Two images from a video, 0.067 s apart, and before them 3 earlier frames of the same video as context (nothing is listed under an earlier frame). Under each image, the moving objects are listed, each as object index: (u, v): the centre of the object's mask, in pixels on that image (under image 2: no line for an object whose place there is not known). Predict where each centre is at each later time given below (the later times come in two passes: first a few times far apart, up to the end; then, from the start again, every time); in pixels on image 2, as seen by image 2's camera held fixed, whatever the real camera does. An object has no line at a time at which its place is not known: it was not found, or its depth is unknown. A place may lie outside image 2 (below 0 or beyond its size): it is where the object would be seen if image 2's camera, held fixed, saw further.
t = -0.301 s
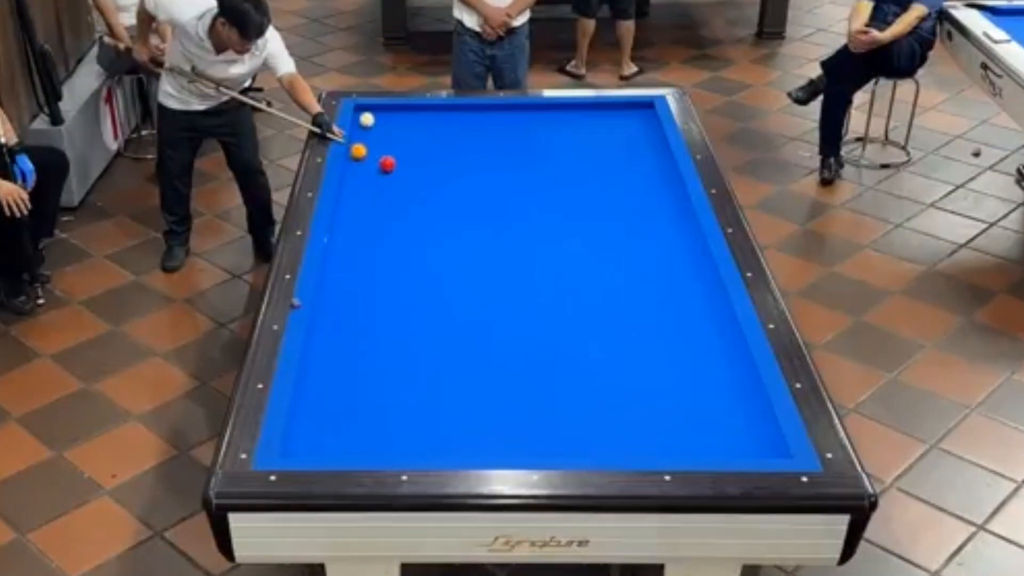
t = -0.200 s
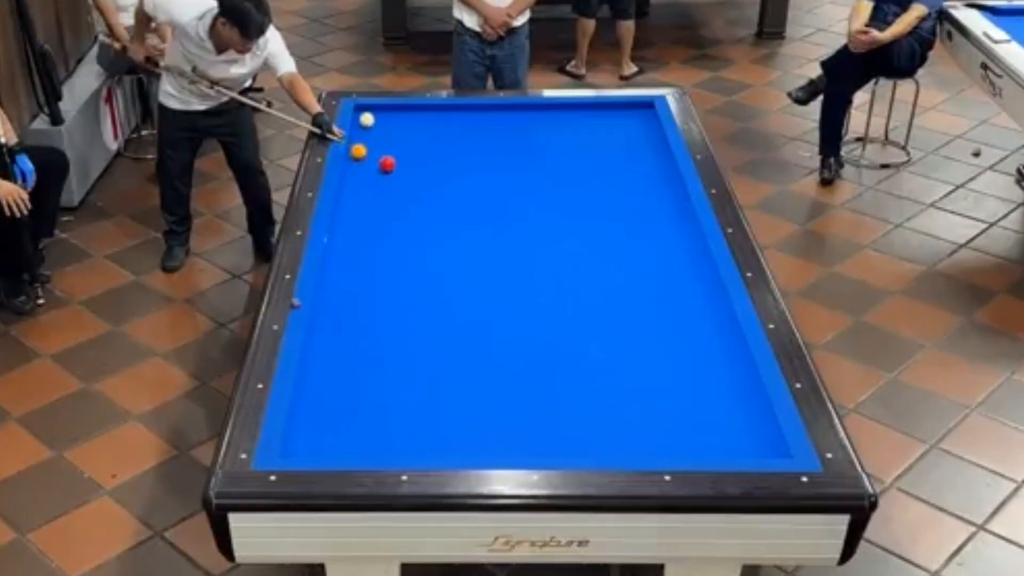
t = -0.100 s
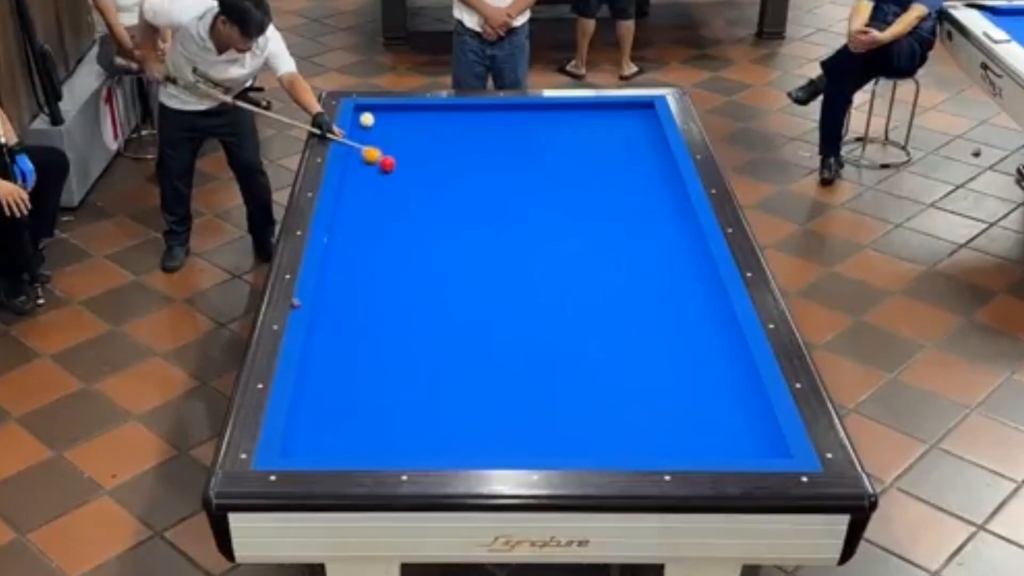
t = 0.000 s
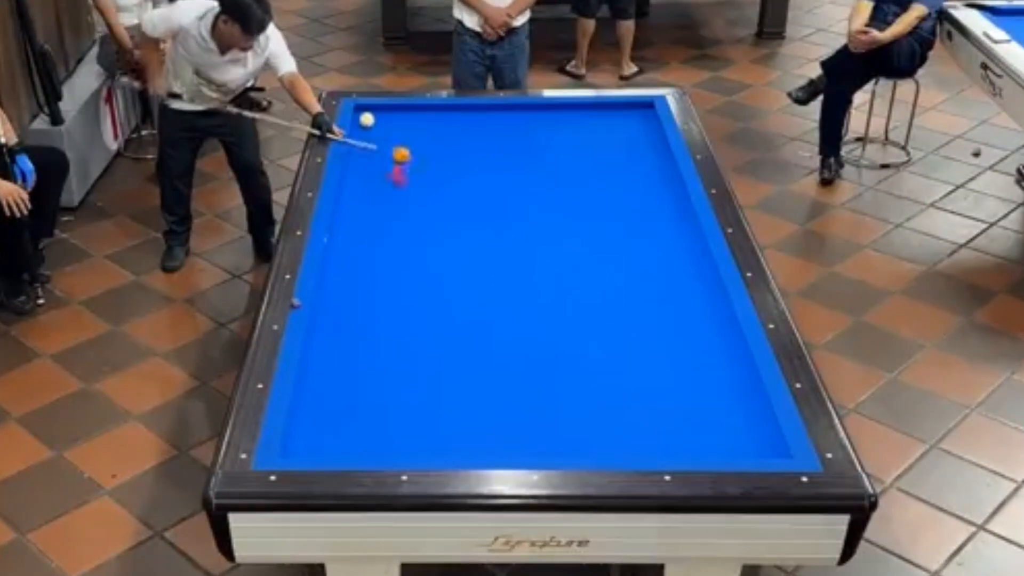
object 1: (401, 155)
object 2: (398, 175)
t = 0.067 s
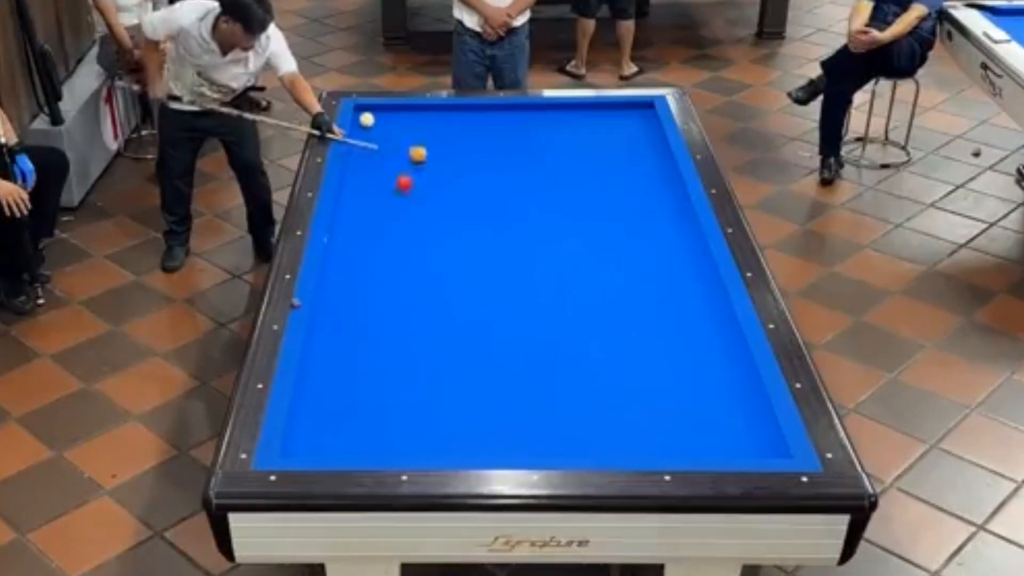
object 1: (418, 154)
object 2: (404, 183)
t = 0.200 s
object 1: (452, 152)
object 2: (418, 200)
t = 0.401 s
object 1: (502, 150)
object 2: (437, 224)
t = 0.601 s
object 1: (552, 147)
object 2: (458, 250)
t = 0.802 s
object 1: (601, 144)
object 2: (481, 277)
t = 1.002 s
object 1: (649, 142)
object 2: (505, 306)
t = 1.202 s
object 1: (633, 135)
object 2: (532, 338)
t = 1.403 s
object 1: (608, 129)
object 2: (560, 372)
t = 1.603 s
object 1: (584, 123)
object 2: (592, 410)
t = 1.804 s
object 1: (560, 117)
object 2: (626, 448)
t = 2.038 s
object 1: (534, 111)
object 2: (640, 428)
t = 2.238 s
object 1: (512, 108)
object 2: (650, 408)
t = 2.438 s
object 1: (492, 111)
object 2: (659, 388)
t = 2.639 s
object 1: (471, 114)
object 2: (667, 369)
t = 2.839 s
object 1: (451, 117)
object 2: (675, 353)
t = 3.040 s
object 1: (431, 120)
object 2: (682, 337)
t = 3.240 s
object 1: (412, 122)
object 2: (690, 322)
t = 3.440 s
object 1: (392, 126)
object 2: (697, 308)
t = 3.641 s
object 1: (372, 129)
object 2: (703, 294)
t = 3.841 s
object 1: (358, 132)
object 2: (709, 282)
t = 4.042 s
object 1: (366, 135)
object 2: (705, 271)
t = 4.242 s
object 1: (376, 139)
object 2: (697, 262)
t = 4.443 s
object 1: (386, 143)
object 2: (688, 252)
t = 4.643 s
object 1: (395, 146)
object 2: (680, 244)
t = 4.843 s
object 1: (404, 150)
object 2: (673, 235)
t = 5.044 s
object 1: (412, 152)
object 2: (666, 228)
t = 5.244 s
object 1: (420, 156)
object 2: (661, 221)
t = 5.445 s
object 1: (428, 159)
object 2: (654, 213)
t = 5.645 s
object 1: (436, 162)
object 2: (649, 207)
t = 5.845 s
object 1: (443, 165)
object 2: (644, 201)
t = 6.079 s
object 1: (451, 168)
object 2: (638, 194)
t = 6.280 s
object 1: (458, 170)
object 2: (634, 188)
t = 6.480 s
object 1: (465, 173)
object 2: (629, 183)
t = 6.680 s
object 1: (470, 175)
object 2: (625, 179)
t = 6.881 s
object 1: (477, 178)
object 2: (621, 174)
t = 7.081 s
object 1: (482, 179)
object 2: (618, 170)
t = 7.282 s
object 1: (487, 182)
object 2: (614, 165)
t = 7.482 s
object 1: (492, 183)
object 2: (611, 162)
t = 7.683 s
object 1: (496, 185)
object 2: (608, 158)
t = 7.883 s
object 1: (500, 186)
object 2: (605, 155)
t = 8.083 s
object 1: (503, 187)
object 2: (603, 152)
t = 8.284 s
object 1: (507, 189)
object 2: (600, 149)
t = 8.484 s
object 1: (510, 189)
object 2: (598, 146)
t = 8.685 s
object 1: (512, 190)
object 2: (597, 143)
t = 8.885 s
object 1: (513, 191)
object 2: (595, 141)
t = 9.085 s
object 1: (515, 191)
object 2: (594, 140)
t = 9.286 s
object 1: (516, 192)
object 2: (592, 138)
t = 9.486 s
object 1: (517, 192)
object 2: (592, 135)
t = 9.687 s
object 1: (517, 192)
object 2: (591, 134)
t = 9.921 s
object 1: (517, 192)
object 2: (590, 132)
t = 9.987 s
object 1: (517, 192)
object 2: (590, 132)
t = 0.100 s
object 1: (426, 154)
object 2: (407, 189)
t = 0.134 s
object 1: (435, 153)
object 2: (411, 193)
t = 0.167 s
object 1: (444, 153)
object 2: (415, 197)
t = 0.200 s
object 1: (452, 152)
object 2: (418, 200)
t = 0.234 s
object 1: (460, 152)
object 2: (421, 205)
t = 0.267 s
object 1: (469, 151)
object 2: (424, 209)
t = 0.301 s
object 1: (477, 151)
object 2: (428, 213)
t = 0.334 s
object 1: (486, 151)
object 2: (431, 216)
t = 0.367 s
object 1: (494, 150)
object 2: (434, 221)
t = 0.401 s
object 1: (502, 150)
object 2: (437, 224)
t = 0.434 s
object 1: (511, 149)
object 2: (441, 229)
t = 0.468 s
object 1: (519, 149)
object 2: (444, 233)
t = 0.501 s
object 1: (527, 148)
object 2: (448, 237)
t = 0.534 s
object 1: (535, 148)
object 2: (451, 241)
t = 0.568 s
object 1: (543, 147)
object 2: (455, 246)
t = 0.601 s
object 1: (552, 147)
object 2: (458, 250)
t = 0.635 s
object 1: (560, 146)
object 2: (462, 254)
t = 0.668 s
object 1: (568, 146)
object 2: (465, 259)
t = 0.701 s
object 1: (576, 145)
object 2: (469, 263)
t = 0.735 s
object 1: (585, 145)
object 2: (473, 268)
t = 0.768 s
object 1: (592, 145)
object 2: (477, 272)
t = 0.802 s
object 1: (601, 144)
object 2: (481, 277)
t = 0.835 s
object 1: (609, 144)
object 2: (485, 282)
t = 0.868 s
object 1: (617, 143)
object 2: (488, 286)
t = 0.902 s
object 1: (625, 143)
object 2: (492, 291)
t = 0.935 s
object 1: (633, 142)
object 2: (497, 296)
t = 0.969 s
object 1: (641, 142)
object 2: (501, 301)
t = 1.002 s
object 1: (649, 142)
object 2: (505, 306)
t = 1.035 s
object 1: (656, 141)
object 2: (510, 311)
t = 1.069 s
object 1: (657, 141)
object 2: (513, 316)
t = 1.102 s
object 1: (650, 139)
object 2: (518, 322)
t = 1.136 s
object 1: (643, 138)
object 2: (522, 326)
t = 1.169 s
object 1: (638, 136)
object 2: (527, 332)
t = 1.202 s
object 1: (633, 135)
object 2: (532, 338)
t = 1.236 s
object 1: (629, 134)
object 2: (536, 343)
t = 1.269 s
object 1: (625, 132)
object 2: (541, 349)
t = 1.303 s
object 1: (620, 132)
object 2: (546, 355)
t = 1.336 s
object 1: (617, 131)
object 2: (550, 360)
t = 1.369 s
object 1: (612, 130)
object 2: (555, 366)
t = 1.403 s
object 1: (608, 129)
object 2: (560, 372)
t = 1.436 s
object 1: (603, 128)
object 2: (566, 379)
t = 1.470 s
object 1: (599, 127)
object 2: (571, 385)
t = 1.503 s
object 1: (596, 126)
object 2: (576, 391)
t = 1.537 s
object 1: (591, 125)
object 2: (581, 397)
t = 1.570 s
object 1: (587, 124)
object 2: (586, 404)
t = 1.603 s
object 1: (584, 123)
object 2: (592, 410)
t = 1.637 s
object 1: (579, 122)
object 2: (597, 417)
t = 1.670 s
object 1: (575, 121)
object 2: (603, 424)
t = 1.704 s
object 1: (571, 120)
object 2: (608, 430)
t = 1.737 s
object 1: (568, 119)
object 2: (614, 437)
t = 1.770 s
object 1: (564, 118)
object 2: (620, 443)
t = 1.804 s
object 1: (560, 117)
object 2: (626, 448)
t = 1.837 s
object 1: (556, 116)
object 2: (630, 449)
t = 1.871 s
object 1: (552, 116)
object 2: (632, 446)
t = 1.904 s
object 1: (549, 115)
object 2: (633, 443)
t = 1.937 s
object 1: (545, 113)
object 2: (635, 438)
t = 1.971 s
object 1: (541, 113)
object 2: (637, 435)
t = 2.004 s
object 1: (537, 112)
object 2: (638, 431)
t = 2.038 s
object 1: (534, 111)
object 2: (640, 428)
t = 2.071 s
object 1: (531, 111)
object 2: (642, 424)
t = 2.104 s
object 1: (527, 109)
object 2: (643, 421)
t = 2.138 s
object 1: (523, 109)
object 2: (645, 417)
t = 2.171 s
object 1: (519, 107)
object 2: (647, 414)
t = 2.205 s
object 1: (516, 108)
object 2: (649, 411)
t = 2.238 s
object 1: (512, 108)
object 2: (650, 408)
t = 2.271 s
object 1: (509, 108)
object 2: (652, 404)
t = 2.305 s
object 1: (506, 109)
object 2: (653, 402)
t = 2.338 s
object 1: (503, 109)
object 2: (655, 398)
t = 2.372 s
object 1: (499, 110)
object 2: (656, 395)
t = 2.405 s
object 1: (496, 110)
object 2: (657, 392)
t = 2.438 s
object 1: (492, 111)
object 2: (659, 388)
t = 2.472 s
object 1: (488, 111)
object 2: (660, 385)
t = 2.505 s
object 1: (485, 112)
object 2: (662, 382)
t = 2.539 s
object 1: (482, 112)
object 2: (663, 379)
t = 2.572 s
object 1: (478, 113)
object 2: (664, 376)
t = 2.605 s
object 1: (475, 113)
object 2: (666, 373)
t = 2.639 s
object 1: (471, 114)
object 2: (667, 369)
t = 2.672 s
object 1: (468, 115)
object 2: (668, 367)
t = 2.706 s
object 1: (465, 115)
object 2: (670, 364)
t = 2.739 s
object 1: (461, 115)
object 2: (671, 361)
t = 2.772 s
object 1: (458, 116)
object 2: (672, 359)
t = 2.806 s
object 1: (455, 117)
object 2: (674, 356)
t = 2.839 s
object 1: (451, 117)
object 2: (675, 353)
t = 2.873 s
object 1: (448, 118)
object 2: (677, 351)
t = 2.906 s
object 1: (444, 118)
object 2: (678, 348)
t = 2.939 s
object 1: (441, 119)
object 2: (679, 345)
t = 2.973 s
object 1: (438, 119)
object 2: (680, 342)
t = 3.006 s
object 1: (435, 119)
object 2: (681, 340)
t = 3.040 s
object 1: (431, 120)
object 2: (682, 337)
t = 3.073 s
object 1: (428, 120)
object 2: (684, 334)
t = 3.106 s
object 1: (424, 120)
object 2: (685, 332)
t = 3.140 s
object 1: (421, 121)
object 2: (686, 329)
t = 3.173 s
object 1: (418, 122)
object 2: (687, 326)
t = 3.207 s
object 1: (415, 122)
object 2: (688, 324)
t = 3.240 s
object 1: (412, 122)
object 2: (690, 322)
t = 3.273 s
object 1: (408, 123)
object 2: (691, 319)
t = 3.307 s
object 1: (404, 124)
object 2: (692, 317)
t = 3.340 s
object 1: (401, 124)
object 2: (693, 315)
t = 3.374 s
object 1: (398, 125)
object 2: (695, 313)
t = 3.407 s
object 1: (395, 125)
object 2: (696, 310)
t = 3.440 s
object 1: (392, 126)
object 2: (697, 308)
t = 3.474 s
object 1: (388, 127)
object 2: (697, 305)
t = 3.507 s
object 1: (385, 127)
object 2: (698, 303)
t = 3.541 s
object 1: (383, 127)
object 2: (700, 301)
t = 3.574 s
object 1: (379, 128)
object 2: (701, 299)
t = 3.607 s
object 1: (376, 129)
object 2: (702, 297)
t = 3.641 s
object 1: (372, 129)
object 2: (703, 294)
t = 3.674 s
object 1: (369, 130)
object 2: (704, 292)
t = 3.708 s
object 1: (367, 130)
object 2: (705, 290)
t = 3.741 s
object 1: (363, 131)
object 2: (706, 288)
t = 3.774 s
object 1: (360, 131)
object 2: (707, 286)
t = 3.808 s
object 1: (357, 131)
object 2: (708, 284)
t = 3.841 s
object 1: (358, 132)
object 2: (709, 282)
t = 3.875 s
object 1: (359, 133)
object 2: (710, 280)
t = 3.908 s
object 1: (361, 133)
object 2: (710, 278)
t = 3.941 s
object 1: (362, 134)
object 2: (709, 276)
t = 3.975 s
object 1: (362, 134)
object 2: (708, 275)
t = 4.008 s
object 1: (364, 135)
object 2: (706, 273)
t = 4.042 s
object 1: (366, 135)
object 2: (705, 271)
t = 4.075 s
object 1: (368, 136)
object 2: (703, 269)
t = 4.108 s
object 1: (369, 137)
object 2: (701, 268)
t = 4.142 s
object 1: (371, 137)
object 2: (700, 266)
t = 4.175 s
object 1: (373, 138)
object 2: (699, 264)
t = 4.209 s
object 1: (374, 139)
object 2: (698, 263)
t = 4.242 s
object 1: (376, 139)
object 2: (697, 262)
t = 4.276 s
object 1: (377, 140)
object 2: (695, 260)
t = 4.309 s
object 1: (379, 140)
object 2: (694, 259)
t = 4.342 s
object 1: (381, 141)
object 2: (692, 257)
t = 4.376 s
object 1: (383, 141)
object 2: (691, 255)
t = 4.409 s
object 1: (384, 142)
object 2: (689, 254)
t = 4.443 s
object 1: (386, 143)
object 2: (688, 252)
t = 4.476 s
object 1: (387, 143)
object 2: (686, 251)
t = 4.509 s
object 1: (389, 144)
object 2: (685, 249)
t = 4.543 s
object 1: (389, 144)
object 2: (684, 248)
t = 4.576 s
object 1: (392, 146)
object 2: (682, 247)
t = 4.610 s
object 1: (393, 146)
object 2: (681, 245)
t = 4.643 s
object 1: (395, 146)
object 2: (680, 244)
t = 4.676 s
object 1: (397, 147)
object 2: (679, 243)
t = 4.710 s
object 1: (398, 147)
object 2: (678, 241)
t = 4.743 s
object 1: (399, 148)
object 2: (676, 240)
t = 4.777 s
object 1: (401, 148)
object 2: (675, 238)
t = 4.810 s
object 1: (402, 149)
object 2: (674, 237)
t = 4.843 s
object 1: (404, 150)
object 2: (673, 235)
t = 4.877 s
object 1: (405, 150)
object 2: (672, 234)
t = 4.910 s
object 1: (407, 150)
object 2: (671, 233)
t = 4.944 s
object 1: (408, 151)
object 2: (670, 232)
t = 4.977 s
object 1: (409, 151)
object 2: (668, 231)
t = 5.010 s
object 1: (411, 152)
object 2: (667, 229)
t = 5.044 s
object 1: (412, 152)
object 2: (666, 228)
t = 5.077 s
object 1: (414, 153)
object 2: (666, 226)
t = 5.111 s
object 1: (415, 154)
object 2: (665, 225)
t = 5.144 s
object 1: (416, 154)
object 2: (663, 224)
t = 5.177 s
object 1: (417, 155)
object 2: (663, 223)
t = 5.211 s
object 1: (419, 155)
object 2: (661, 222)
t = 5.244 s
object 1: (420, 156)
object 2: (661, 221)
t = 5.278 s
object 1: (421, 156)
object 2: (659, 219)
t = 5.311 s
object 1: (423, 157)
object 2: (658, 218)
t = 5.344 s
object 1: (424, 157)
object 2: (657, 217)
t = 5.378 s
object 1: (426, 158)
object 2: (657, 216)
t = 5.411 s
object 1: (427, 158)
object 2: (656, 215)
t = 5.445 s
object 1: (428, 159)
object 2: (654, 213)
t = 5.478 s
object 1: (430, 160)
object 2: (654, 212)
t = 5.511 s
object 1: (431, 160)
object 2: (653, 211)
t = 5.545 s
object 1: (432, 161)
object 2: (652, 210)
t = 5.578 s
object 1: (434, 161)
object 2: (651, 209)
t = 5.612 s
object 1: (435, 162)
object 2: (650, 207)
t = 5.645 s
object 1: (436, 162)
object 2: (649, 207)
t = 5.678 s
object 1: (437, 162)
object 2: (648, 206)
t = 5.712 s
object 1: (439, 163)
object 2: (647, 204)
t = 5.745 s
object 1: (440, 163)
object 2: (646, 204)
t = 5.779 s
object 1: (441, 164)
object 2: (645, 203)
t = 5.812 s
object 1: (442, 164)
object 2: (644, 202)
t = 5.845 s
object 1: (443, 165)
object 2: (644, 201)
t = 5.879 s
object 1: (445, 165)
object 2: (643, 200)
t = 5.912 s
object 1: (446, 166)
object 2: (642, 199)
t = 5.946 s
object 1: (447, 166)
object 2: (641, 198)
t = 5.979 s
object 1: (448, 167)
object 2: (640, 197)
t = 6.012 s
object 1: (450, 167)
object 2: (639, 196)
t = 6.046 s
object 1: (450, 168)
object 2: (638, 195)
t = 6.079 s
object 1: (451, 168)
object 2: (638, 194)
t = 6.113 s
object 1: (452, 168)
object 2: (637, 193)
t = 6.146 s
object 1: (453, 169)
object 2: (636, 192)
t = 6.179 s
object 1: (455, 170)
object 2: (636, 191)
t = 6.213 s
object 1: (456, 170)
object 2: (635, 190)
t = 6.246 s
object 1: (457, 170)
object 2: (634, 189)
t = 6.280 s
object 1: (458, 170)
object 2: (634, 188)
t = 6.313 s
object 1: (459, 171)
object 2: (633, 187)
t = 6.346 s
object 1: (460, 171)
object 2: (632, 187)
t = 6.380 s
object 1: (461, 172)
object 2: (632, 186)
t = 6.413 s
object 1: (462, 172)
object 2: (631, 185)
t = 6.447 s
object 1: (464, 173)
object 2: (630, 184)
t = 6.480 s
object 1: (465, 173)
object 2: (629, 183)
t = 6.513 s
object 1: (466, 173)
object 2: (628, 182)
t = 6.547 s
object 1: (466, 174)
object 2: (628, 182)
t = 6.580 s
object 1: (467, 174)
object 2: (627, 181)
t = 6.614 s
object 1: (468, 175)
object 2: (626, 180)
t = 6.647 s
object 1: (469, 175)
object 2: (626, 179)
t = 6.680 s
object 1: (470, 175)
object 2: (625, 179)
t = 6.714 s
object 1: (471, 176)
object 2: (624, 178)
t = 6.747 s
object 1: (473, 176)
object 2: (624, 177)
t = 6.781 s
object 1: (474, 176)
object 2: (623, 176)
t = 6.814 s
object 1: (475, 177)
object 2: (623, 176)
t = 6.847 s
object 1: (476, 177)
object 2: (622, 175)
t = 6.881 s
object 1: (477, 178)
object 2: (621, 174)
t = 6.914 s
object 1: (478, 178)
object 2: (621, 173)
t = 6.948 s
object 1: (478, 178)
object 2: (620, 172)
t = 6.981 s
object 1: (479, 179)
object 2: (620, 172)
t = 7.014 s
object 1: (480, 179)
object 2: (620, 171)
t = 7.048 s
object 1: (481, 179)
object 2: (619, 170)
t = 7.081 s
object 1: (482, 179)
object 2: (618, 170)
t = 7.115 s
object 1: (483, 180)
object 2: (617, 168)
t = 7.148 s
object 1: (484, 180)
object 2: (617, 168)
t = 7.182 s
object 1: (485, 181)
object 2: (616, 167)
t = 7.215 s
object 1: (486, 181)
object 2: (616, 167)
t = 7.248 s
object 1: (486, 181)
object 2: (614, 166)
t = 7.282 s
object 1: (487, 182)
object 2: (614, 165)
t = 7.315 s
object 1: (488, 181)
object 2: (614, 165)
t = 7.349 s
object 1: (488, 182)
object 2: (613, 164)
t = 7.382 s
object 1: (489, 182)
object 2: (613, 164)
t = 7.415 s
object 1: (490, 183)
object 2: (612, 163)
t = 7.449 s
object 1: (491, 183)
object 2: (611, 162)
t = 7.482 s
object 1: (492, 183)
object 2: (611, 162)
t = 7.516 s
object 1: (493, 184)
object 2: (610, 161)
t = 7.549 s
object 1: (493, 184)
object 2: (610, 161)
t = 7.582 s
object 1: (494, 184)
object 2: (609, 160)
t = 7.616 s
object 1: (495, 184)
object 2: (609, 159)
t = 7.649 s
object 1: (495, 185)
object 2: (608, 159)
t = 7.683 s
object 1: (496, 185)
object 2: (608, 158)
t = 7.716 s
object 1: (497, 185)
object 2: (607, 158)
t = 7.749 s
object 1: (498, 185)
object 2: (607, 157)
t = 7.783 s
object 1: (498, 185)
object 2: (606, 157)
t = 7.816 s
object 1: (499, 186)
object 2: (606, 156)
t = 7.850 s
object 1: (500, 186)
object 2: (605, 156)
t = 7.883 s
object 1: (500, 186)
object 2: (605, 155)
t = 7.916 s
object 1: (501, 186)
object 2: (605, 155)
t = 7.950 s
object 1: (501, 187)
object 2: (604, 154)
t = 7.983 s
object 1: (502, 187)
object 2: (604, 154)
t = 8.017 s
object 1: (502, 187)
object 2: (604, 153)
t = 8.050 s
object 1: (503, 187)
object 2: (603, 152)
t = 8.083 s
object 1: (503, 187)
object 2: (603, 152)
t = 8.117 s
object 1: (504, 187)
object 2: (602, 151)
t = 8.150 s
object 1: (505, 188)
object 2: (602, 151)
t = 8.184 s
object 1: (505, 188)
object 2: (601, 150)
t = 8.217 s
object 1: (506, 188)
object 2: (601, 150)
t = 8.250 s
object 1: (506, 188)
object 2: (601, 149)
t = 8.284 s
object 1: (507, 189)
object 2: (600, 149)
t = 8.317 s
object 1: (507, 188)
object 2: (600, 149)
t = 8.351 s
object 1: (508, 189)
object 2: (599, 148)
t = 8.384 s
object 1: (509, 189)
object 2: (599, 148)
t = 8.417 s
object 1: (509, 189)
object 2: (599, 148)
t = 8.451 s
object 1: (509, 189)
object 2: (598, 147)
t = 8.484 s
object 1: (510, 189)
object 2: (598, 146)
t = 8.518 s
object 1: (510, 189)
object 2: (598, 145)
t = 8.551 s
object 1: (510, 190)
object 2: (598, 145)
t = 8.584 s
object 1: (511, 190)
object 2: (597, 145)
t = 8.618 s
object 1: (511, 190)
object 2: (597, 144)
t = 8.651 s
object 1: (511, 190)
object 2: (597, 144)
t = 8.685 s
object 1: (512, 190)
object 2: (597, 143)
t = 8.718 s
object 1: (512, 190)
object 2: (596, 143)
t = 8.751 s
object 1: (512, 190)
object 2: (596, 143)
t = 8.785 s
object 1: (513, 191)
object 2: (596, 142)
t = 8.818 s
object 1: (513, 191)
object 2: (596, 142)
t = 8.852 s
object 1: (513, 191)
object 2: (595, 141)
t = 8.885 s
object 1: (513, 191)
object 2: (595, 141)
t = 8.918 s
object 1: (514, 191)
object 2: (595, 141)
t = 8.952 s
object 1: (514, 191)
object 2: (594, 140)
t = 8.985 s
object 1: (514, 191)
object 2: (594, 140)
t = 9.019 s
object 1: (514, 191)
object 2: (594, 140)
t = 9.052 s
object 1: (515, 191)
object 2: (594, 140)
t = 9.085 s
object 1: (515, 191)
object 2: (594, 140)
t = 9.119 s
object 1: (515, 191)
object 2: (594, 140)
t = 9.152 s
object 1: (515, 191)
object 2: (593, 139)
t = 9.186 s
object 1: (516, 191)
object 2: (593, 139)
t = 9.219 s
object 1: (516, 191)
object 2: (593, 139)
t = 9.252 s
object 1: (516, 192)
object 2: (593, 139)
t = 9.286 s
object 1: (516, 192)
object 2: (592, 138)
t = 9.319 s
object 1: (516, 192)
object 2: (592, 138)
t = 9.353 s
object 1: (516, 192)
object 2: (592, 137)
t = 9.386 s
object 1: (516, 192)
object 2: (592, 137)
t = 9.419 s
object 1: (516, 192)
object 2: (592, 137)
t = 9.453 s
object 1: (517, 192)
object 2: (592, 136)
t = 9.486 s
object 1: (517, 192)
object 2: (592, 135)
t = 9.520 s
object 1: (517, 192)
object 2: (592, 135)
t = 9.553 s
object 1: (517, 192)
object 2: (591, 135)
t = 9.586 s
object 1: (517, 192)
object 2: (591, 135)
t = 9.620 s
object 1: (517, 192)
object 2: (591, 135)
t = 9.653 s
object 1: (517, 192)
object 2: (591, 135)
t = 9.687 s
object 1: (517, 192)
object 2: (591, 134)
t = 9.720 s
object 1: (517, 192)
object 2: (591, 134)
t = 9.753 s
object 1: (517, 192)
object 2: (590, 133)
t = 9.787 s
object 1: (517, 192)
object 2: (591, 133)
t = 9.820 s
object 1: (517, 192)
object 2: (591, 133)
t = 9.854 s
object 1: (517, 192)
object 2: (591, 133)
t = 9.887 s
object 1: (517, 192)
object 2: (590, 132)
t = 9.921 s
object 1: (517, 192)
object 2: (590, 132)
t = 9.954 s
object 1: (517, 192)
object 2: (590, 132)
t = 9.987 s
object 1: (517, 192)
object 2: (590, 132)
